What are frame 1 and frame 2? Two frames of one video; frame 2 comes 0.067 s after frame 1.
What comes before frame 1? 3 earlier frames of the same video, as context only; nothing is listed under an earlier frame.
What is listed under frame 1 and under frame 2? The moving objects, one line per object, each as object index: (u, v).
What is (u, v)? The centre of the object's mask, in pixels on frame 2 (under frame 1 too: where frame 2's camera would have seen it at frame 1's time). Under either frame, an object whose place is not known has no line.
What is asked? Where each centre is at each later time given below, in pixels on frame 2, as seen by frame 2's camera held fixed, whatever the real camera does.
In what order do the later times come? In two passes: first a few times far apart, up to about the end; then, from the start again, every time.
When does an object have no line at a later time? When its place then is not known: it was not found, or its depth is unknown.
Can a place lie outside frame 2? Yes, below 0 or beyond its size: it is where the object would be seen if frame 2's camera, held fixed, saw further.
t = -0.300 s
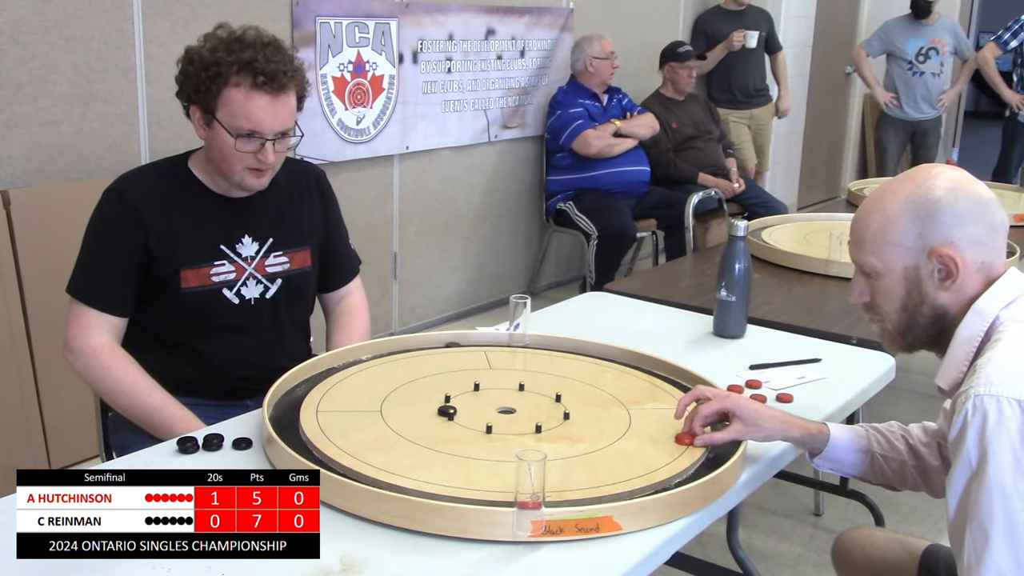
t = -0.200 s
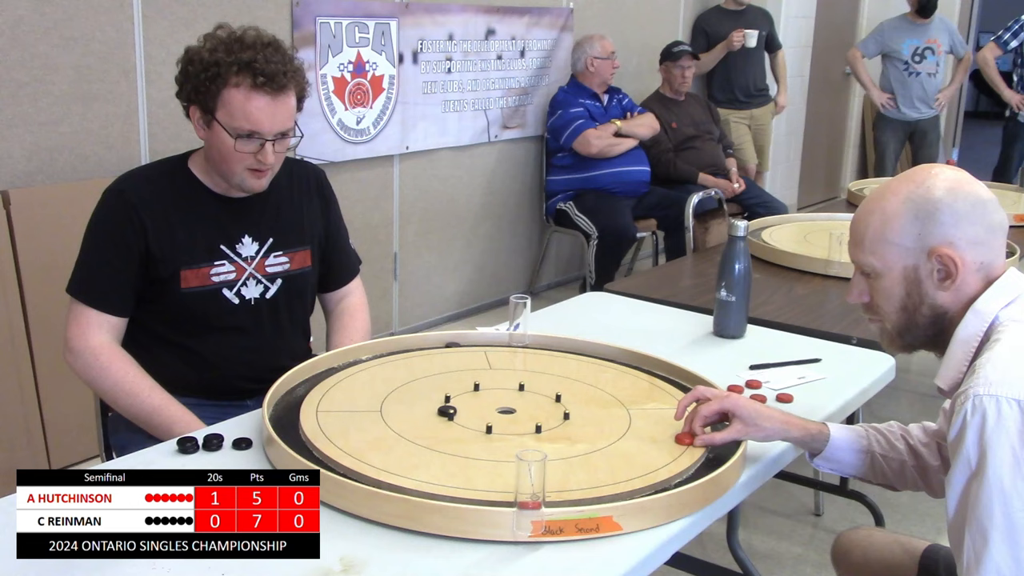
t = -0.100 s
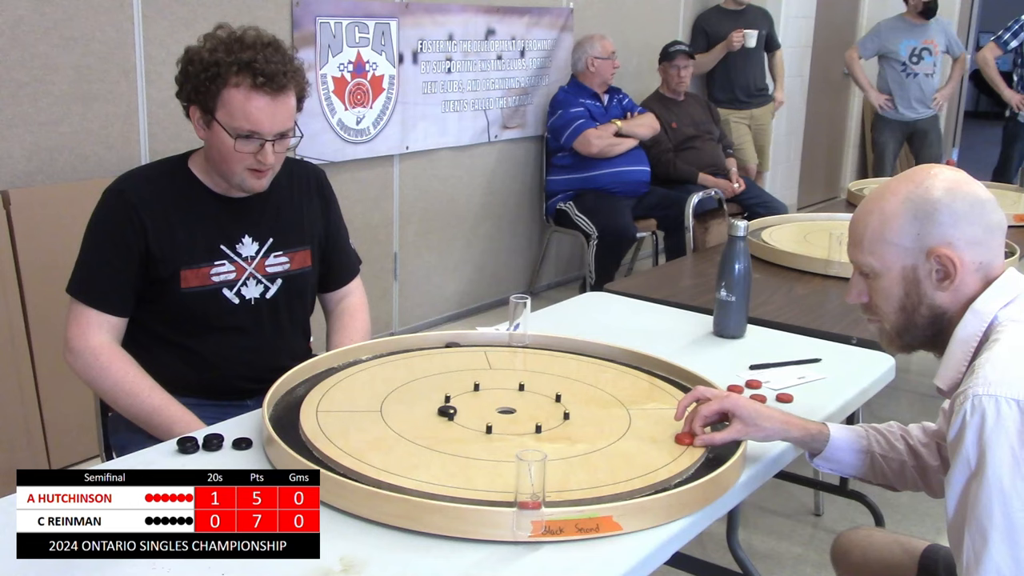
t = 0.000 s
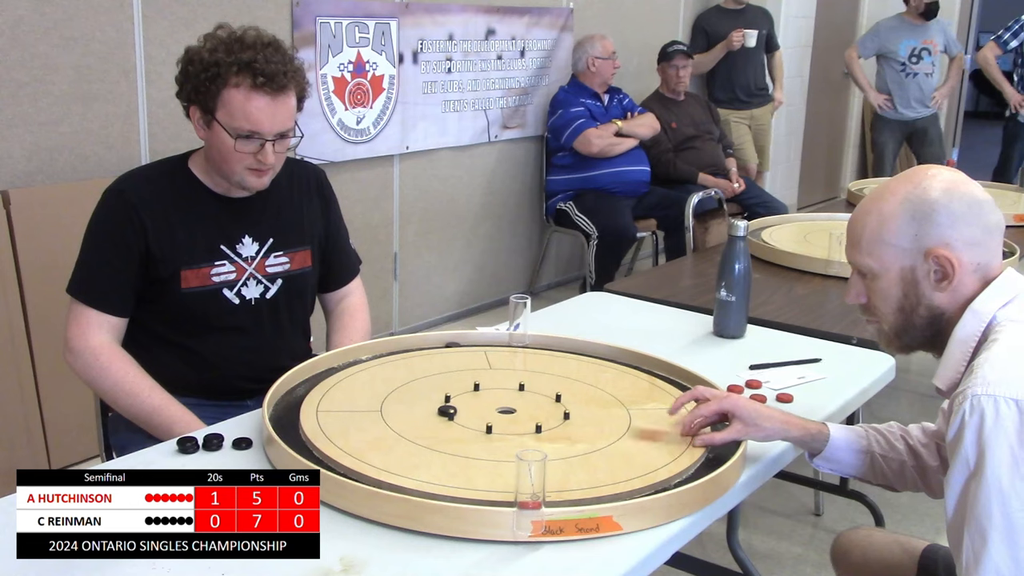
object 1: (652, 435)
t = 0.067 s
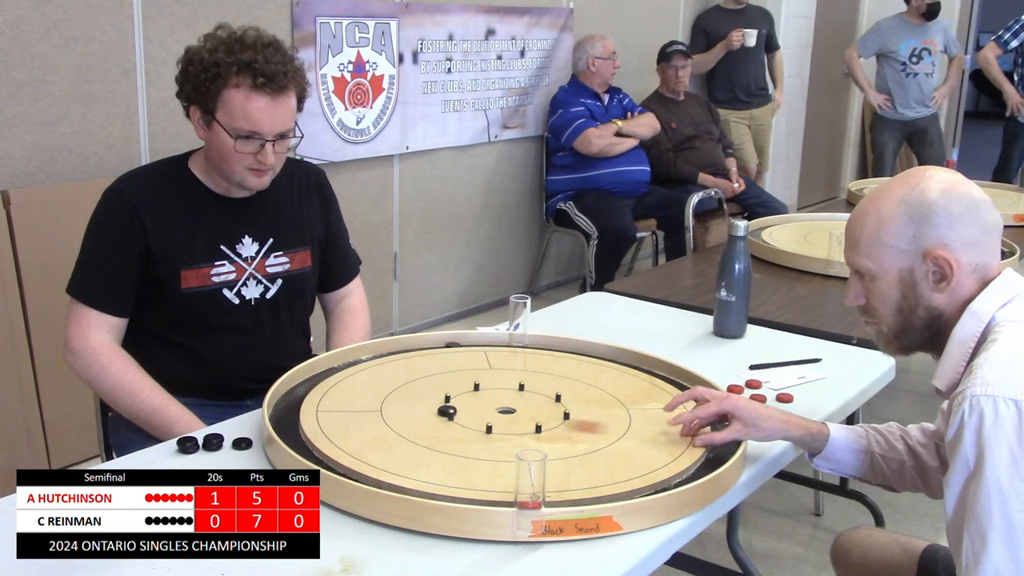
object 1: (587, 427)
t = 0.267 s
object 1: (461, 406)
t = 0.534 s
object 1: (482, 405)
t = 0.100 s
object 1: (557, 423)
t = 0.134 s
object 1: (527, 418)
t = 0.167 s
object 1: (502, 416)
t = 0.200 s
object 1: (473, 412)
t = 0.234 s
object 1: (464, 409)
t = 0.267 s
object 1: (461, 406)
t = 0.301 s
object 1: (458, 403)
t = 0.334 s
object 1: (460, 403)
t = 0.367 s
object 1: (465, 403)
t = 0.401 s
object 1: (470, 404)
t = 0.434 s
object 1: (473, 404)
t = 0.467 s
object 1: (476, 404)
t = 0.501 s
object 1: (479, 404)
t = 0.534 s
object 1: (482, 405)
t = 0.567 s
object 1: (483, 405)
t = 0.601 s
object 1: (485, 405)
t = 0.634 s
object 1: (486, 405)
